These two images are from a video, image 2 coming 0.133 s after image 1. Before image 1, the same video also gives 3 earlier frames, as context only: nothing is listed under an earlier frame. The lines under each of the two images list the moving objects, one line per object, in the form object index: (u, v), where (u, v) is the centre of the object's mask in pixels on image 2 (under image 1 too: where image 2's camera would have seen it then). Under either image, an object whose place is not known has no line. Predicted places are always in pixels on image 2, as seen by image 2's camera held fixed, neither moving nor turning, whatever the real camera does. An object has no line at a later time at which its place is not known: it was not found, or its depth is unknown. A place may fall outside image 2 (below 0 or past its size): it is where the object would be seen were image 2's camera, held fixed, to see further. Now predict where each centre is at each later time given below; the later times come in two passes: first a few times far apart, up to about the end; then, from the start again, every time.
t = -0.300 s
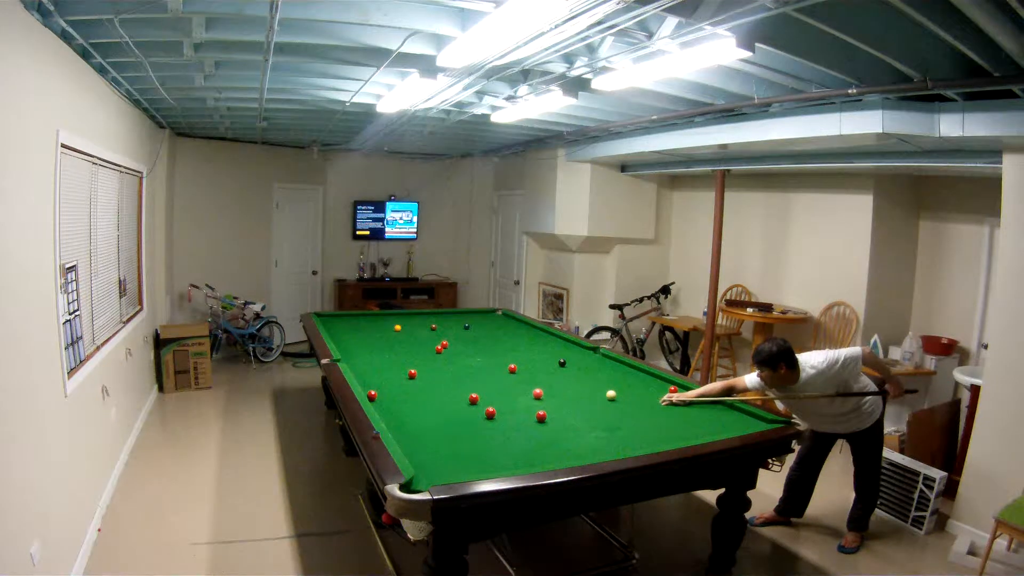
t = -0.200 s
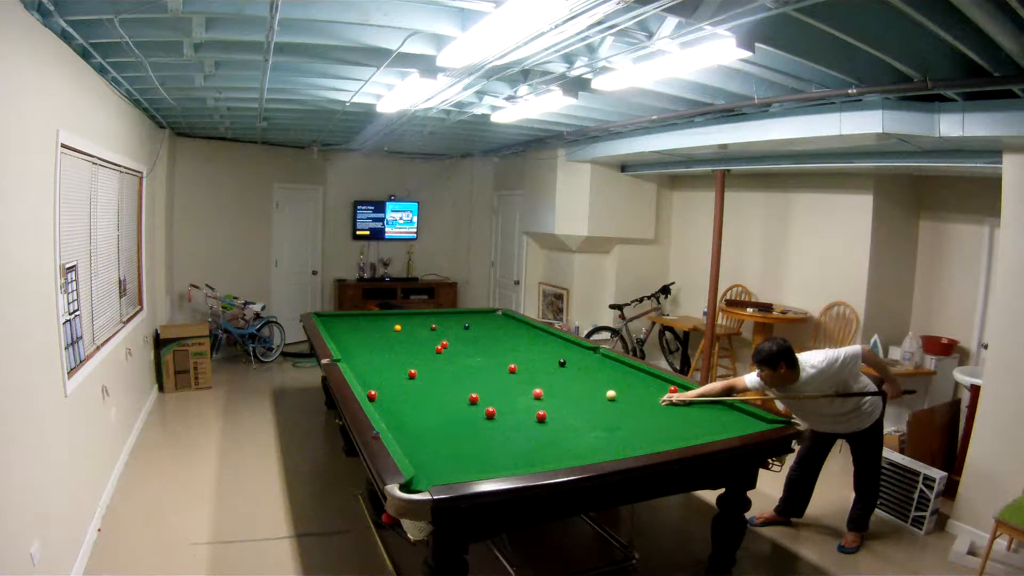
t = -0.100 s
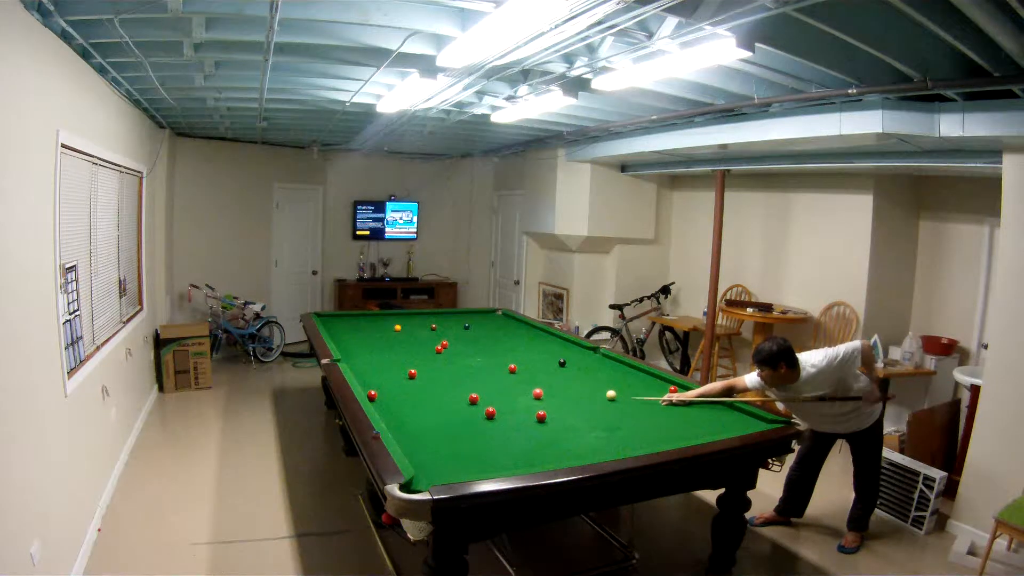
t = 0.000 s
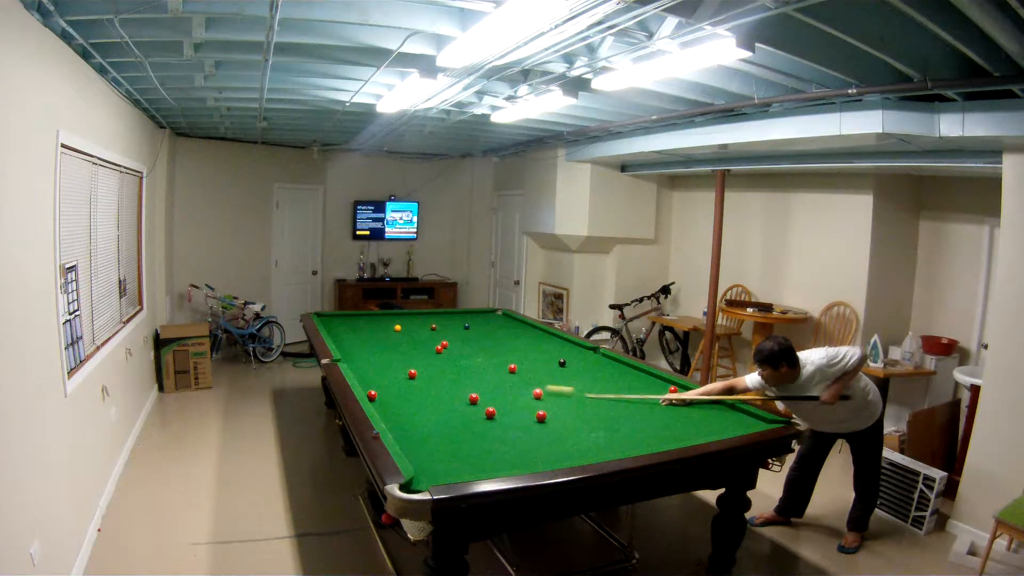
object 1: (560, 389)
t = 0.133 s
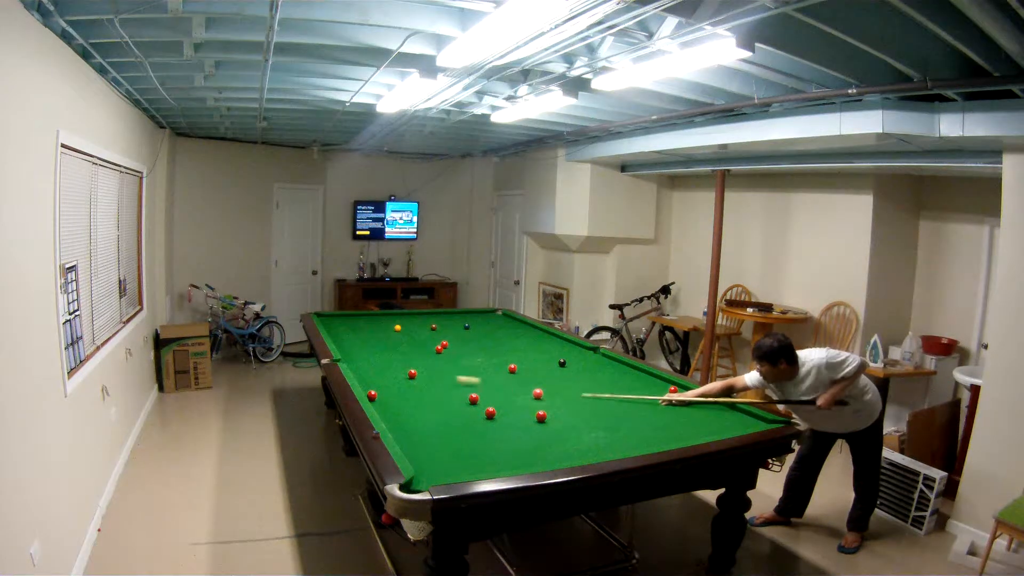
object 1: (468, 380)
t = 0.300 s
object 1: (413, 377)
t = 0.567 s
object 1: (403, 383)
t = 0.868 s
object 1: (392, 389)
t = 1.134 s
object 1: (382, 394)
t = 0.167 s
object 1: (447, 378)
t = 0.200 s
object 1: (429, 375)
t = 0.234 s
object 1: (418, 375)
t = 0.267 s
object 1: (415, 376)
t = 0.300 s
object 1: (413, 377)
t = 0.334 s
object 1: (411, 377)
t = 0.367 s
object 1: (410, 378)
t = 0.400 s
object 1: (409, 379)
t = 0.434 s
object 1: (408, 380)
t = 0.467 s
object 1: (406, 381)
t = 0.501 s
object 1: (405, 381)
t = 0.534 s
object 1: (404, 382)
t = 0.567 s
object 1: (403, 383)
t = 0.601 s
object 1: (402, 383)
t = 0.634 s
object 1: (400, 384)
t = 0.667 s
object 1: (399, 384)
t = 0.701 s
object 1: (398, 385)
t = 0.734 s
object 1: (397, 386)
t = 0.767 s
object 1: (395, 387)
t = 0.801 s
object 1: (394, 387)
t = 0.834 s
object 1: (393, 388)
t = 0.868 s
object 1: (392, 389)
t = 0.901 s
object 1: (391, 389)
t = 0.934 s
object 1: (389, 390)
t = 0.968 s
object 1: (388, 391)
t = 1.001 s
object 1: (387, 391)
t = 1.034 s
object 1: (386, 392)
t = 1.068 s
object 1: (385, 393)
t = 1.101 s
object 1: (384, 393)
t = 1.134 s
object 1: (382, 394)
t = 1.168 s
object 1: (381, 394)
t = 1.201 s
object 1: (382, 395)
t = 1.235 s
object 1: (382, 395)
